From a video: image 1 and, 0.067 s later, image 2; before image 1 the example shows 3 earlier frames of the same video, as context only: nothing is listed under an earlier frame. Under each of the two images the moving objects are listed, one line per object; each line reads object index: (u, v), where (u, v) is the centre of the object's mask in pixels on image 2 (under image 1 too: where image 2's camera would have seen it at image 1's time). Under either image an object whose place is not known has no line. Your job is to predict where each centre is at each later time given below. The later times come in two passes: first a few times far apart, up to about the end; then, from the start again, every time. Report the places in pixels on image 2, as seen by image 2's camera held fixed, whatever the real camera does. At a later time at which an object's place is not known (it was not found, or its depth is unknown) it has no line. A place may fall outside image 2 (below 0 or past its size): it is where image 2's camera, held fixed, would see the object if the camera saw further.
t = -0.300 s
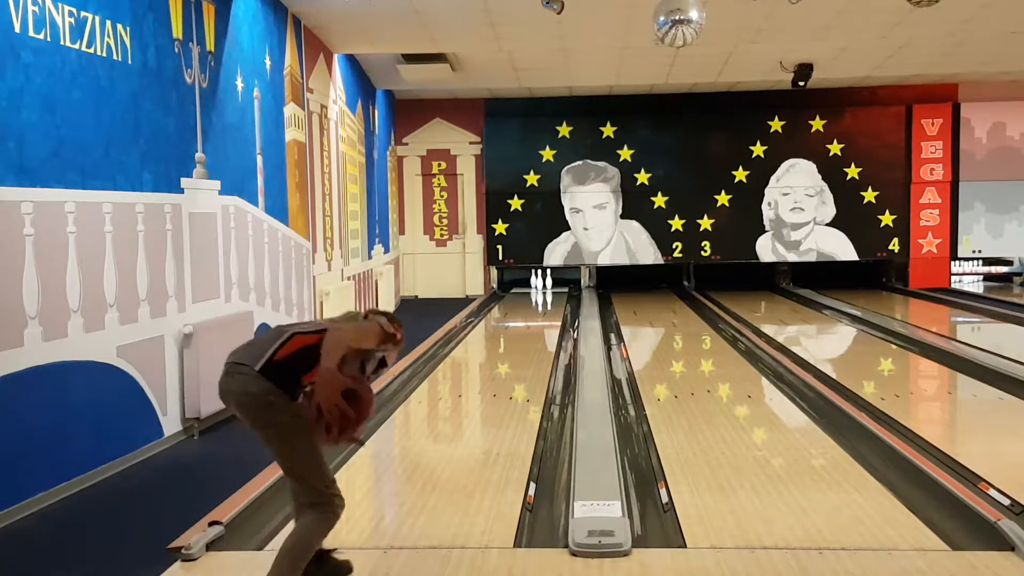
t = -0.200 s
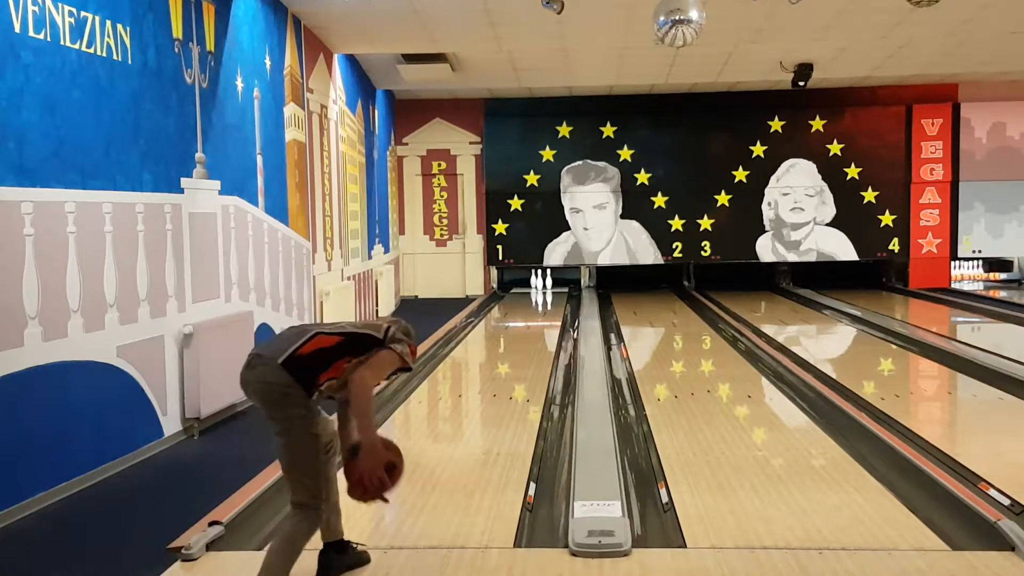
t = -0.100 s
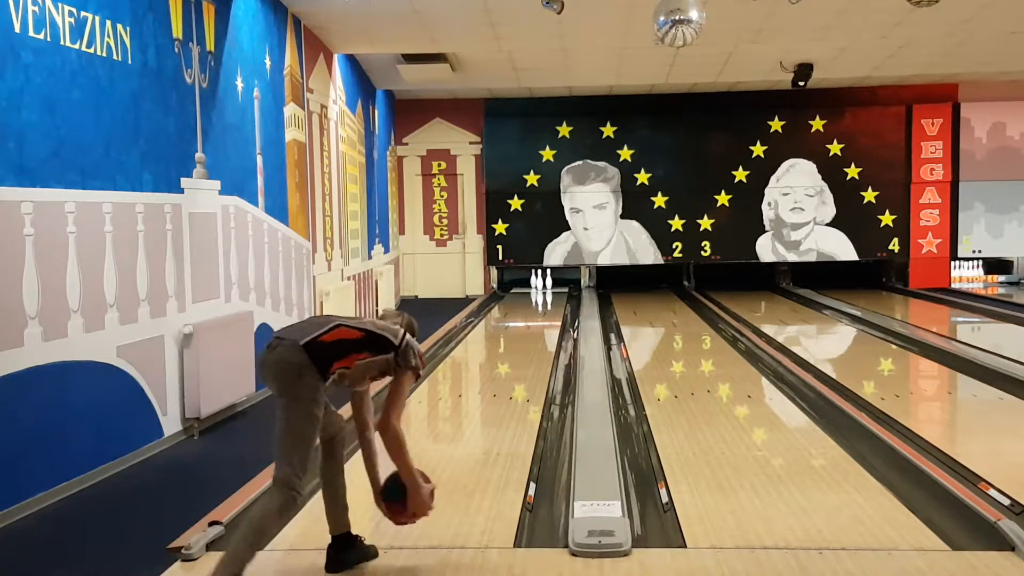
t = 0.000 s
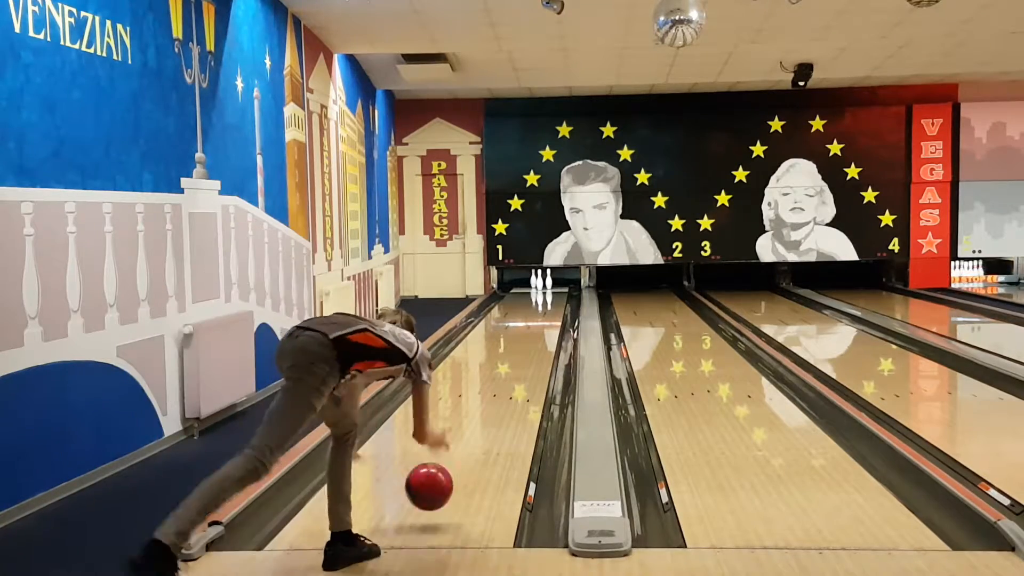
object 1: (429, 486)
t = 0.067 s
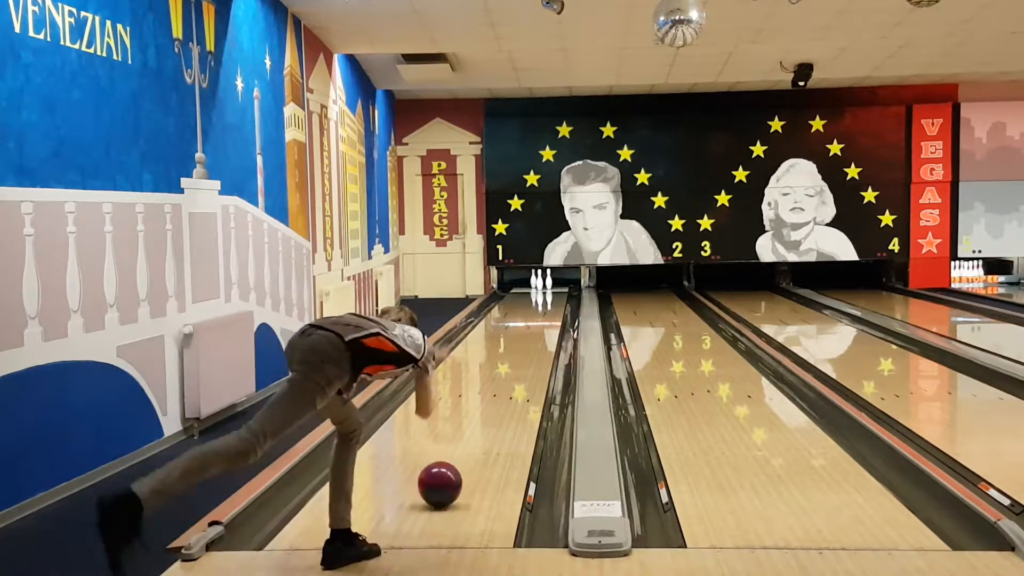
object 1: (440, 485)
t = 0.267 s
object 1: (464, 440)
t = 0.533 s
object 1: (485, 399)
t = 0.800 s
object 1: (499, 372)
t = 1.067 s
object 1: (510, 351)
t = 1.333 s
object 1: (517, 335)
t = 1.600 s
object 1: (523, 323)
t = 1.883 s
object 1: (528, 312)
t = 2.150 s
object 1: (531, 304)
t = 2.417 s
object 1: (532, 297)
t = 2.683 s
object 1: (533, 291)
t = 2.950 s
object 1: (530, 286)
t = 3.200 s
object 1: (525, 283)
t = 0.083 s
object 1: (442, 480)
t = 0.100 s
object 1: (444, 474)
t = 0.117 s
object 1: (446, 470)
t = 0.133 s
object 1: (449, 465)
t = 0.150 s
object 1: (451, 461)
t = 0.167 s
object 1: (453, 459)
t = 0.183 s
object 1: (455, 456)
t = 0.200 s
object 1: (457, 454)
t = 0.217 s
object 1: (459, 450)
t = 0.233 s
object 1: (460, 446)
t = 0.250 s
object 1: (462, 443)
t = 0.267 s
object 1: (464, 440)
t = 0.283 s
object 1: (465, 437)
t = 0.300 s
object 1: (467, 434)
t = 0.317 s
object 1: (468, 431)
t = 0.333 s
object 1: (470, 428)
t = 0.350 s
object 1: (471, 426)
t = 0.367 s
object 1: (473, 423)
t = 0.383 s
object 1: (474, 420)
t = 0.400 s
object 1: (476, 418)
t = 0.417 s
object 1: (477, 415)
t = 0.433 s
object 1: (478, 413)
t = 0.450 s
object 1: (480, 410)
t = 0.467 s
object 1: (481, 408)
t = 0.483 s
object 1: (482, 406)
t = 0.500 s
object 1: (483, 403)
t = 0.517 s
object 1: (484, 401)
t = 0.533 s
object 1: (485, 399)
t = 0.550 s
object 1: (486, 397)
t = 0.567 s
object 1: (487, 395)
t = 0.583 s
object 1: (488, 393)
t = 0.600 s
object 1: (489, 391)
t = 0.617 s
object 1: (490, 390)
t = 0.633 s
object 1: (491, 388)
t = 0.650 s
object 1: (492, 386)
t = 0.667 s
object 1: (493, 384)
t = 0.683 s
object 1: (494, 383)
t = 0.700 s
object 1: (495, 381)
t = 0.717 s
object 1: (495, 379)
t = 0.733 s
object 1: (496, 378)
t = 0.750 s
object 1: (497, 376)
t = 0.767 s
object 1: (498, 375)
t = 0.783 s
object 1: (499, 373)
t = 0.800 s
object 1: (499, 372)
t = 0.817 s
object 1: (500, 370)
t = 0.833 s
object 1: (501, 369)
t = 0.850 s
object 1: (502, 367)
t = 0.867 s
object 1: (502, 366)
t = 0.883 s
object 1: (503, 364)
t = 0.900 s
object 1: (504, 363)
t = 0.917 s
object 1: (504, 362)
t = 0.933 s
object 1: (505, 360)
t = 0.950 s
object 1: (506, 359)
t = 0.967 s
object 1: (506, 358)
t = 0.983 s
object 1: (507, 356)
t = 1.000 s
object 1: (507, 355)
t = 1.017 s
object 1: (508, 354)
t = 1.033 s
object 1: (509, 353)
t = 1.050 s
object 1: (509, 352)
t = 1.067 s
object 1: (510, 351)
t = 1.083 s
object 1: (510, 350)
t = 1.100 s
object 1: (511, 348)
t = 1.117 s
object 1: (511, 348)
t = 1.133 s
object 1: (512, 346)
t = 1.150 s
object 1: (512, 345)
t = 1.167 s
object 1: (513, 344)
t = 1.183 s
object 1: (513, 344)
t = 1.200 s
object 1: (514, 343)
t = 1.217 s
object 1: (514, 342)
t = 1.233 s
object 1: (515, 341)
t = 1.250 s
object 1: (515, 340)
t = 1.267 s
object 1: (516, 339)
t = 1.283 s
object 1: (516, 338)
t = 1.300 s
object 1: (516, 337)
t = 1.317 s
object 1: (517, 336)
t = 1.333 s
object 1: (517, 335)
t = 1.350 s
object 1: (518, 334)
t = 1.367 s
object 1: (518, 333)
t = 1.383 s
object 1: (518, 333)
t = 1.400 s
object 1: (519, 332)
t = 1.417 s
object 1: (519, 331)
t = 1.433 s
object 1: (520, 330)
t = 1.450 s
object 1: (520, 329)
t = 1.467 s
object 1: (521, 328)
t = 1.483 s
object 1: (521, 328)
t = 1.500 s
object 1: (521, 327)
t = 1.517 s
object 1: (522, 326)
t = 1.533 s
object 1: (522, 325)
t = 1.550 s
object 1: (522, 325)
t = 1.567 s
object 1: (522, 324)
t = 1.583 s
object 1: (523, 323)
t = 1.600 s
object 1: (523, 323)
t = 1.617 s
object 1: (523, 322)
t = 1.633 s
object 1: (524, 321)
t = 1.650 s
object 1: (524, 321)
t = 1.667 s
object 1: (525, 320)
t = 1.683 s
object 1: (525, 320)
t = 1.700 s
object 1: (525, 319)
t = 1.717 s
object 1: (525, 318)
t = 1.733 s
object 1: (526, 317)
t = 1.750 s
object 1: (526, 316)
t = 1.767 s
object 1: (526, 316)
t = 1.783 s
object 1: (526, 316)
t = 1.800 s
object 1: (526, 315)
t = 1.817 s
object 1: (527, 315)
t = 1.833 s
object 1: (527, 314)
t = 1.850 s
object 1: (528, 313)
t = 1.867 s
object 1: (528, 313)
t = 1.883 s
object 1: (528, 312)
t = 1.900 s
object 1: (528, 312)
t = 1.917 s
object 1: (528, 311)
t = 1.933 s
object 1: (529, 310)
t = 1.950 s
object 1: (529, 310)
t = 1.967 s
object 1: (529, 309)
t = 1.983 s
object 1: (529, 309)
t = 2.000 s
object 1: (530, 308)
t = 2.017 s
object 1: (530, 308)
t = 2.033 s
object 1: (530, 307)
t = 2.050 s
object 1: (530, 306)
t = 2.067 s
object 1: (530, 306)
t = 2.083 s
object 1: (531, 305)
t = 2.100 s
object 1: (531, 305)
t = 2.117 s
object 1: (531, 304)
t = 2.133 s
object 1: (531, 304)
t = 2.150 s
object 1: (531, 304)
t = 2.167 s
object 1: (531, 303)
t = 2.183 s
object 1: (531, 303)
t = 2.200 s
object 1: (531, 303)
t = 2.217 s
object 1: (532, 302)
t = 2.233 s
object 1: (532, 302)
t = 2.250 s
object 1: (532, 301)
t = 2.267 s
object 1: (532, 301)
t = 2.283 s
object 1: (532, 300)
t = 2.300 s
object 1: (532, 300)
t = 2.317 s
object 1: (532, 299)
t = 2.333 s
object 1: (532, 299)
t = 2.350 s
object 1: (532, 298)
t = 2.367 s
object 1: (532, 298)
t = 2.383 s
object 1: (532, 297)
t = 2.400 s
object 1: (533, 297)
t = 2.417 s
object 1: (532, 297)
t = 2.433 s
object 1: (533, 296)
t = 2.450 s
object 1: (533, 296)
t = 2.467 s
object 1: (533, 296)
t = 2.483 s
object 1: (533, 295)
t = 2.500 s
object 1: (533, 295)
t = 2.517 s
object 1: (533, 295)
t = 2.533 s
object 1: (533, 294)
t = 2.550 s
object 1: (533, 294)
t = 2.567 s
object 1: (532, 294)
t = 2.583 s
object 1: (533, 293)
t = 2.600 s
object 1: (533, 293)
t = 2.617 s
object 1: (533, 293)
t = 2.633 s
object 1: (533, 292)
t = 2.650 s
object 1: (533, 292)
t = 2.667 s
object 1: (533, 291)
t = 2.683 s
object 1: (533, 291)
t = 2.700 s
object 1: (532, 291)
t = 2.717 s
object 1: (532, 290)
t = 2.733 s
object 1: (532, 290)
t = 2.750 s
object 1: (532, 290)
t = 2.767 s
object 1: (532, 289)
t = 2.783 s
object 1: (532, 289)
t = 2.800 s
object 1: (531, 289)
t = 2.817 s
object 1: (531, 289)
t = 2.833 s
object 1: (531, 289)
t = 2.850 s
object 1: (531, 288)
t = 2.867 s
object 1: (531, 288)
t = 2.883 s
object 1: (531, 287)
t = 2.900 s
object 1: (531, 287)
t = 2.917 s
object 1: (531, 287)
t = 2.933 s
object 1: (530, 287)
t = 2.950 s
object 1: (530, 286)
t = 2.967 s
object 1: (530, 286)
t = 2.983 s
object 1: (529, 285)
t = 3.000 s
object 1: (529, 285)
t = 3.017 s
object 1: (529, 285)
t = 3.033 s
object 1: (529, 285)
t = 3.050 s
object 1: (528, 285)
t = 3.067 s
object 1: (528, 284)
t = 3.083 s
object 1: (528, 284)
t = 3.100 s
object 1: (527, 284)
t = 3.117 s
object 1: (527, 284)
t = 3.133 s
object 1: (527, 284)
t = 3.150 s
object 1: (527, 283)
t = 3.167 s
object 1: (526, 283)
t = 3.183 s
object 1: (526, 283)
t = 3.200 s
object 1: (525, 283)
